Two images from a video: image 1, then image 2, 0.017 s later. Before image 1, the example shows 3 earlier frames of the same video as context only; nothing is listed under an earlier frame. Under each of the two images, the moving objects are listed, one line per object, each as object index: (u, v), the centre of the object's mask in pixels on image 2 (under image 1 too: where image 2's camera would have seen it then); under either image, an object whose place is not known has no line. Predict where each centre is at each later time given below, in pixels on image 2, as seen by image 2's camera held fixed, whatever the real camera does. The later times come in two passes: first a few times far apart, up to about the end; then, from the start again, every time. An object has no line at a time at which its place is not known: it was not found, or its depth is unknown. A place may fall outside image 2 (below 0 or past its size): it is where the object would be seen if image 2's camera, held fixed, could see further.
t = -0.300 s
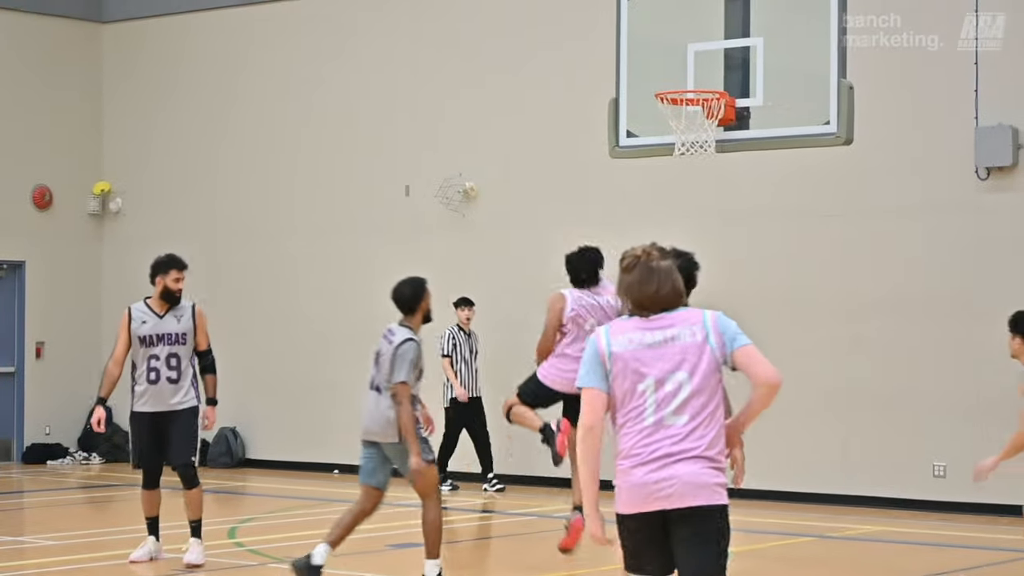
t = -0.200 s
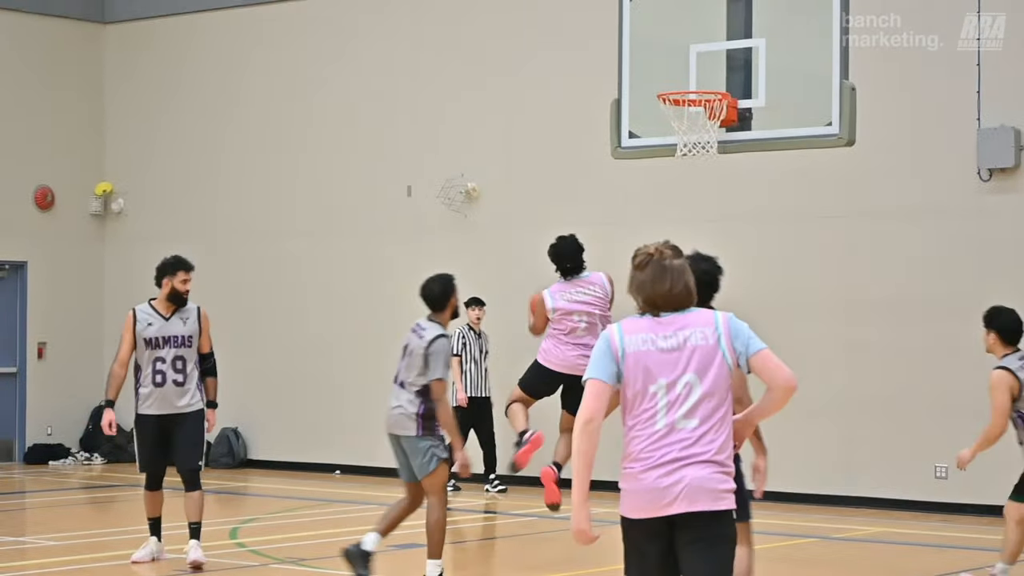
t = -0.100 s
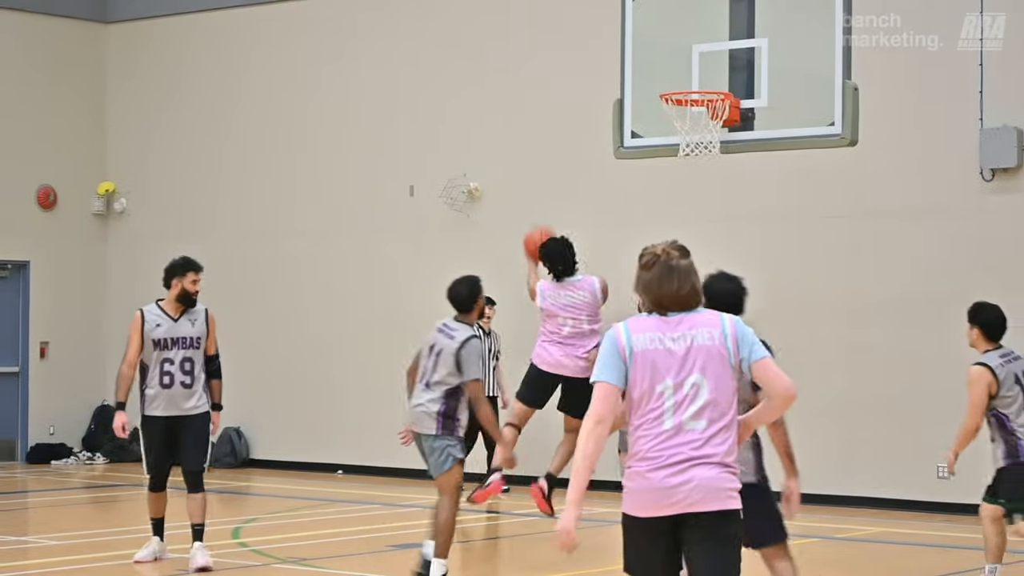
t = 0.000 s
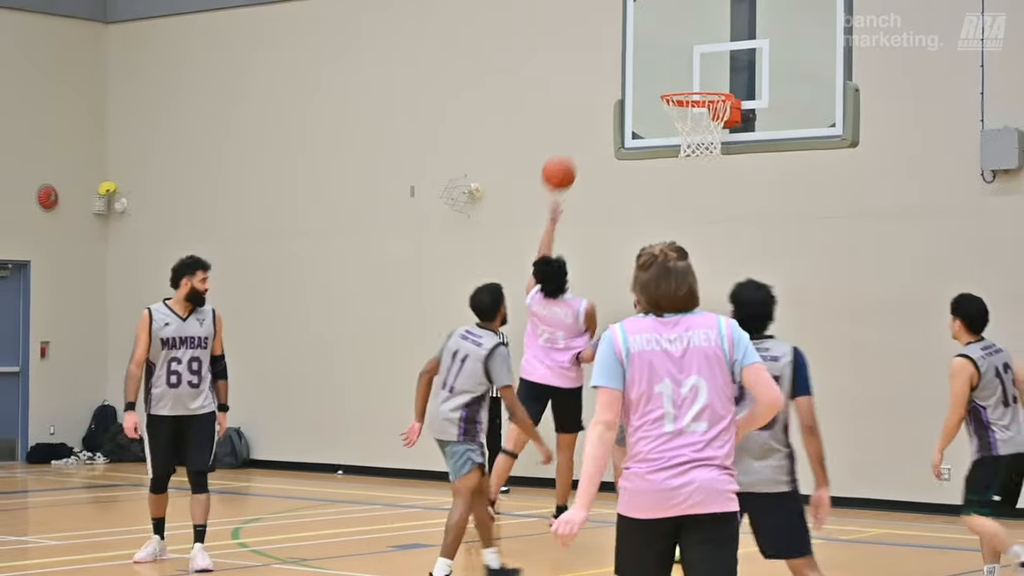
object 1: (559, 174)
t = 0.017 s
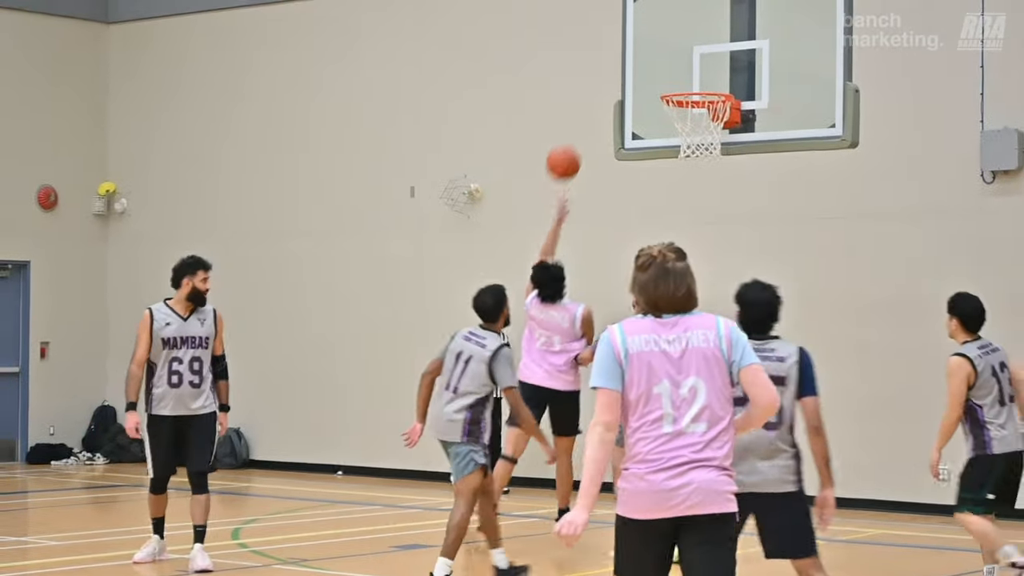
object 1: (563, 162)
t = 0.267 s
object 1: (634, 39)
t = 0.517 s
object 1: (686, 1)
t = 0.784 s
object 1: (713, 56)
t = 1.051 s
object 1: (705, 31)
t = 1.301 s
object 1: (691, 62)
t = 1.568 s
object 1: (682, 77)
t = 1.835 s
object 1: (683, 128)
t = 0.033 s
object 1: (568, 152)
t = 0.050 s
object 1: (573, 141)
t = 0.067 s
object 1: (578, 131)
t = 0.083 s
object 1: (583, 121)
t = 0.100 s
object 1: (588, 112)
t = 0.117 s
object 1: (592, 103)
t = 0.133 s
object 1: (597, 94)
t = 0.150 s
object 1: (602, 86)
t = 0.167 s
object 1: (606, 78)
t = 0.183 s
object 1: (611, 71)
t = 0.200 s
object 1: (616, 64)
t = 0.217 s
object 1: (621, 57)
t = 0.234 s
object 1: (626, 50)
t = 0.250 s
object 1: (630, 45)
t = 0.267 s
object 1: (634, 39)
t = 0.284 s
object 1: (639, 34)
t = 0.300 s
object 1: (644, 29)
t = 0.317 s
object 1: (649, 25)
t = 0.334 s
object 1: (654, 21)
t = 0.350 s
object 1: (658, 17)
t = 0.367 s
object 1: (663, 14)
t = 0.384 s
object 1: (668, 11)
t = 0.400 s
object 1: (672, 9)
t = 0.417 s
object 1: (676, 6)
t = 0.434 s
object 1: (678, 5)
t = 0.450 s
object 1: (680, 3)
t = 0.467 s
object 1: (681, 2)
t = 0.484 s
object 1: (683, 2)
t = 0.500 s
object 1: (684, 1)
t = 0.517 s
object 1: (686, 1)
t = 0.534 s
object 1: (687, 1)
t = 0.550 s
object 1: (689, 2)
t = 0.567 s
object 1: (690, 3)
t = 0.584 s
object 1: (692, 5)
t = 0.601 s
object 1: (694, 7)
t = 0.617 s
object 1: (696, 9)
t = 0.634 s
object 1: (697, 12)
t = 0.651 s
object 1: (699, 15)
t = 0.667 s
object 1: (700, 19)
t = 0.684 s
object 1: (702, 23)
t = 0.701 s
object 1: (704, 27)
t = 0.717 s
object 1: (706, 32)
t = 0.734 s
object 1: (707, 38)
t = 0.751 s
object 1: (709, 44)
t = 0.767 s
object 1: (711, 50)
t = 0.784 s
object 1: (713, 56)
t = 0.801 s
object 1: (715, 63)
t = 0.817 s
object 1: (716, 70)
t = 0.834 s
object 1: (718, 77)
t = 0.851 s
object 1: (717, 73)
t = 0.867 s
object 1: (716, 67)
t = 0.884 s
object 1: (715, 62)
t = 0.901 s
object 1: (714, 57)
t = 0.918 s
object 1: (713, 52)
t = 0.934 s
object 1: (713, 49)
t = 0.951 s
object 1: (712, 45)
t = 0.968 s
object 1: (711, 42)
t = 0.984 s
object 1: (709, 39)
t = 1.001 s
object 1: (709, 36)
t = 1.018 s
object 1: (707, 34)
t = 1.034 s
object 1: (707, 32)
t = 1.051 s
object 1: (705, 31)
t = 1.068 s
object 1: (705, 30)
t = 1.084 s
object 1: (703, 30)
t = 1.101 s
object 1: (703, 30)
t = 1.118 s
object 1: (702, 31)
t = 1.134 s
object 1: (701, 32)
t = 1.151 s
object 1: (700, 33)
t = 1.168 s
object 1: (699, 34)
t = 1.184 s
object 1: (698, 36)
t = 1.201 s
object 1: (697, 39)
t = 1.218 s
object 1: (696, 42)
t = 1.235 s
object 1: (695, 45)
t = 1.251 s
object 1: (694, 49)
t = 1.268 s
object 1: (693, 53)
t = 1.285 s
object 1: (692, 58)
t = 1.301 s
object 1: (691, 62)
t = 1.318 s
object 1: (690, 68)
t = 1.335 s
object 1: (689, 74)
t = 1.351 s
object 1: (688, 76)
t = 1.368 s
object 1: (688, 74)
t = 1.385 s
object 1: (687, 72)
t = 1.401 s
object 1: (686, 71)
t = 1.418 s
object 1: (686, 70)
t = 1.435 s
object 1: (686, 70)
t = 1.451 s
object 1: (685, 70)
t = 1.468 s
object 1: (685, 71)
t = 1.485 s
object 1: (684, 71)
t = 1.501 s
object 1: (684, 72)
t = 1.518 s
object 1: (683, 74)
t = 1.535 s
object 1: (682, 76)
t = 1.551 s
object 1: (682, 78)
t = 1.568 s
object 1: (682, 77)
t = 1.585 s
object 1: (682, 78)
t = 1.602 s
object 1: (682, 78)
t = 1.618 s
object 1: (682, 79)
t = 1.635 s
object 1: (682, 80)
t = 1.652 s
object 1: (682, 80)
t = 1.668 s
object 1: (682, 81)
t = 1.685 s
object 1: (682, 82)
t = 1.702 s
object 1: (682, 84)
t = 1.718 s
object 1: (682, 85)
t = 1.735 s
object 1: (682, 99)
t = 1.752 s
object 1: (682, 103)
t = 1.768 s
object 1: (682, 109)
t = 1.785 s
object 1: (682, 111)
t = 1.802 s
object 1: (682, 116)
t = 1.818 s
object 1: (682, 123)
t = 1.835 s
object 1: (683, 128)
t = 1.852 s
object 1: (683, 132)
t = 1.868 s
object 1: (683, 135)
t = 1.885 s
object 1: (685, 140)
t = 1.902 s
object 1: (685, 144)
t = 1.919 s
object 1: (686, 149)
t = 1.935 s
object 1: (687, 154)
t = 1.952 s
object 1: (688, 160)
